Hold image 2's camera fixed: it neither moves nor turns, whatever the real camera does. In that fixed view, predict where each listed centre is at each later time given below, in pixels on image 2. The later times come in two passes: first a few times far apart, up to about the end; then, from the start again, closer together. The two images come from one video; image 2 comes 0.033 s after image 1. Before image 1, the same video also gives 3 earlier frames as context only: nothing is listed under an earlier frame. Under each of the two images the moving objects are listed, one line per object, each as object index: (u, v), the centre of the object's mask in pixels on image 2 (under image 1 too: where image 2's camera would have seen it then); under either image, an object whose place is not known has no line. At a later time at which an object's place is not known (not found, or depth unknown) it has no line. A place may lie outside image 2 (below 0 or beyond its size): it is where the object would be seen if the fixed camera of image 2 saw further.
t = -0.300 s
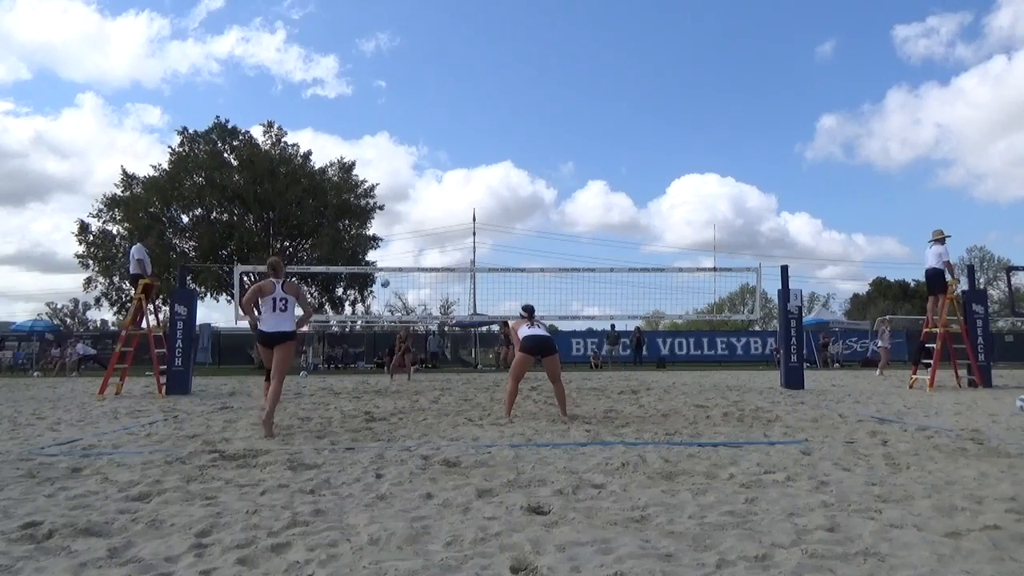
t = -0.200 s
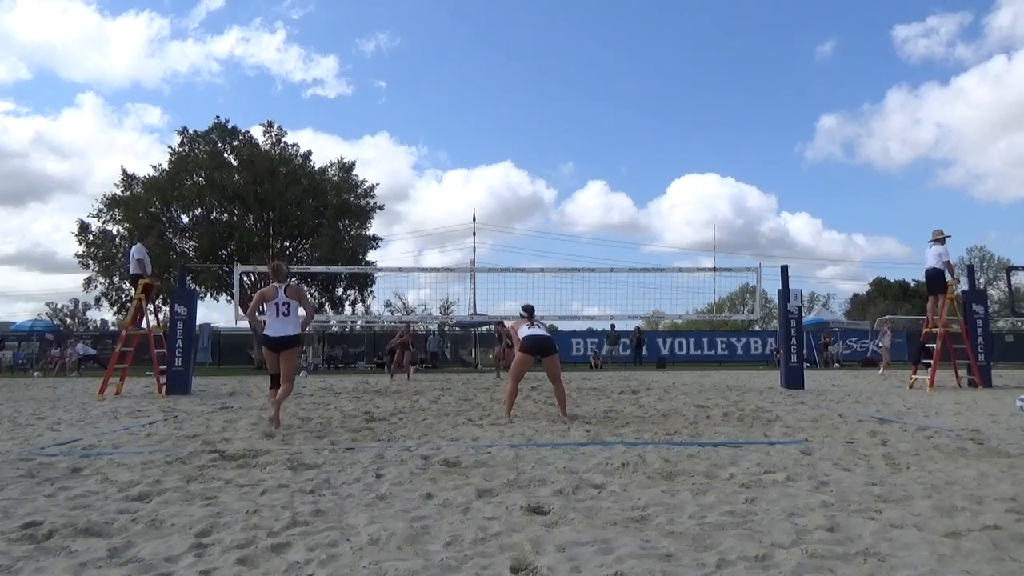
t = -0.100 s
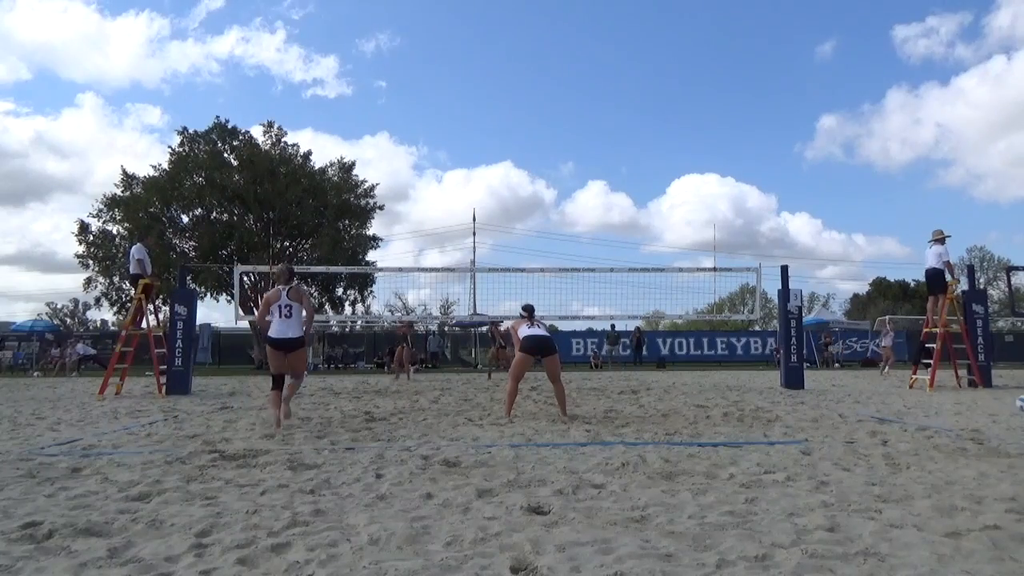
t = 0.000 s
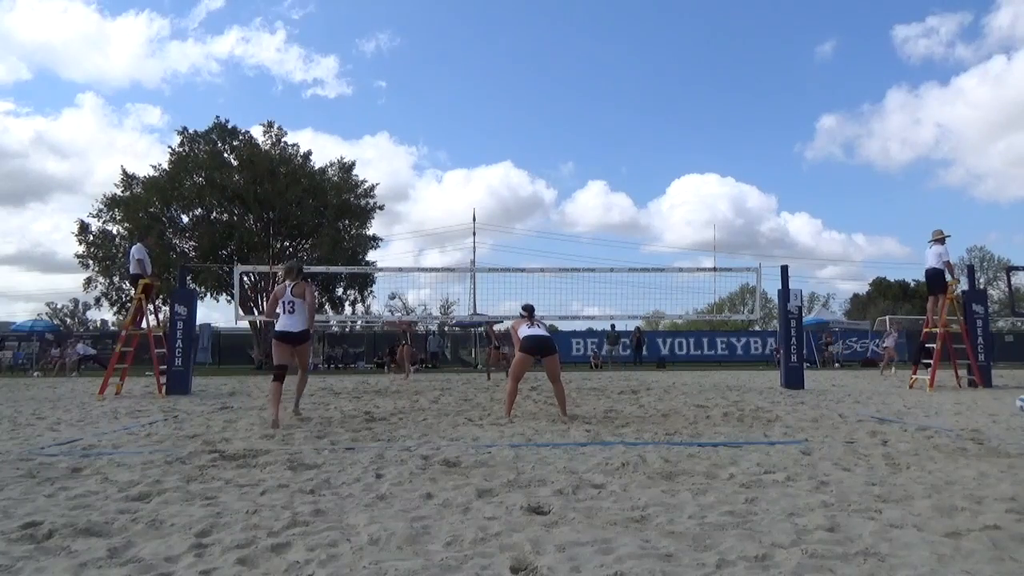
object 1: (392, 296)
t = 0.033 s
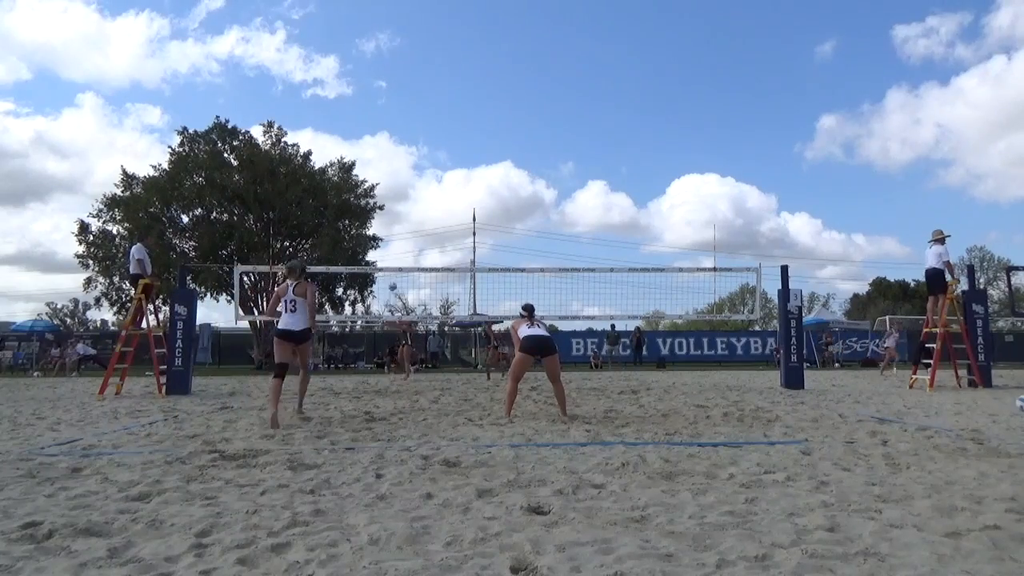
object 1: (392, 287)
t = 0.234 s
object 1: (396, 237)
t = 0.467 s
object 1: (400, 200)
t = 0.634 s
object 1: (402, 185)
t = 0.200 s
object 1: (395, 245)
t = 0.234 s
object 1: (396, 237)
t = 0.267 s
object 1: (397, 231)
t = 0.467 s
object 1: (400, 200)
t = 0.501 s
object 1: (400, 196)
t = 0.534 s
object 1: (401, 192)
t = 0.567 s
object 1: (401, 190)
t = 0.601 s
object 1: (402, 187)
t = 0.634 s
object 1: (402, 185)
